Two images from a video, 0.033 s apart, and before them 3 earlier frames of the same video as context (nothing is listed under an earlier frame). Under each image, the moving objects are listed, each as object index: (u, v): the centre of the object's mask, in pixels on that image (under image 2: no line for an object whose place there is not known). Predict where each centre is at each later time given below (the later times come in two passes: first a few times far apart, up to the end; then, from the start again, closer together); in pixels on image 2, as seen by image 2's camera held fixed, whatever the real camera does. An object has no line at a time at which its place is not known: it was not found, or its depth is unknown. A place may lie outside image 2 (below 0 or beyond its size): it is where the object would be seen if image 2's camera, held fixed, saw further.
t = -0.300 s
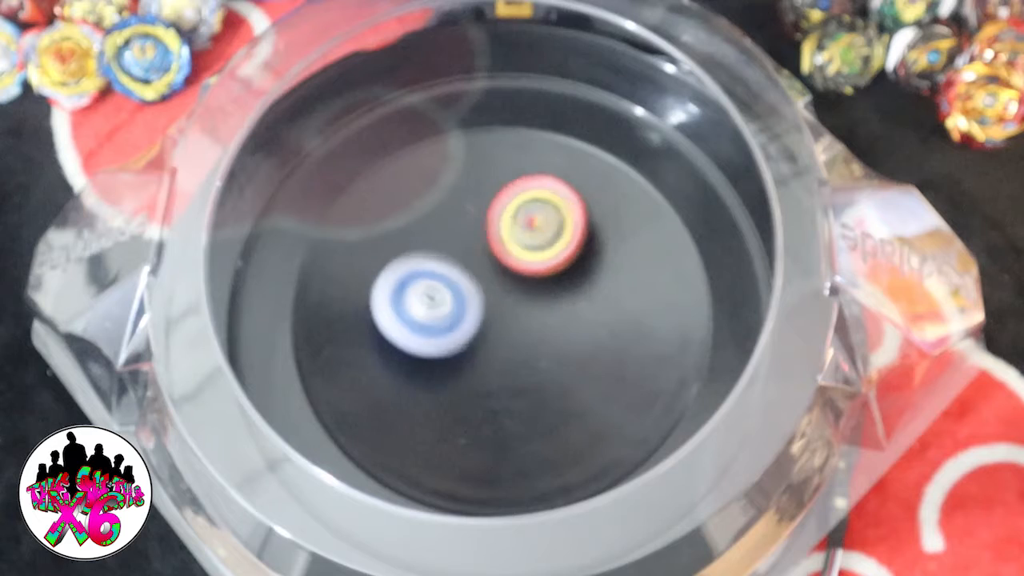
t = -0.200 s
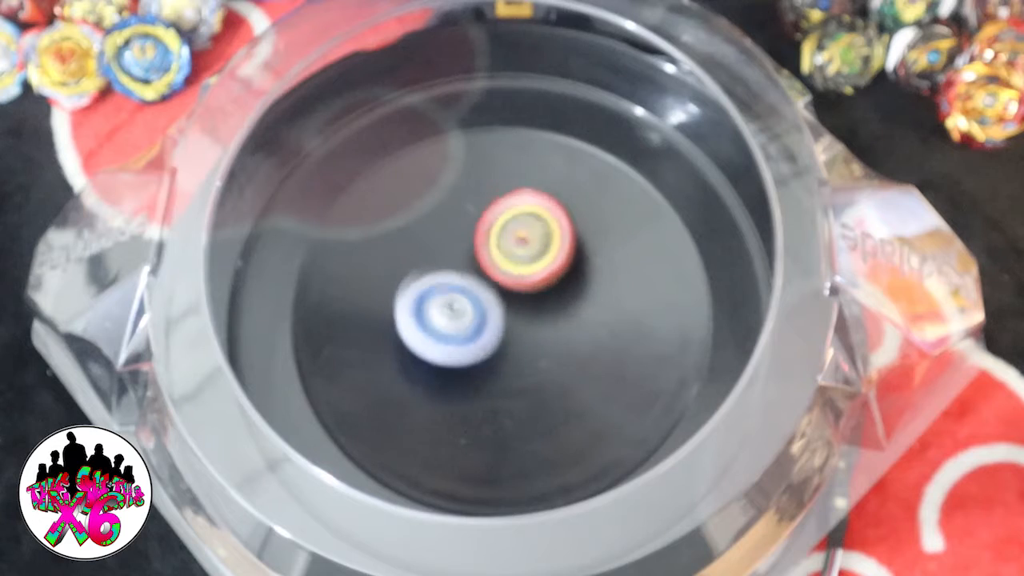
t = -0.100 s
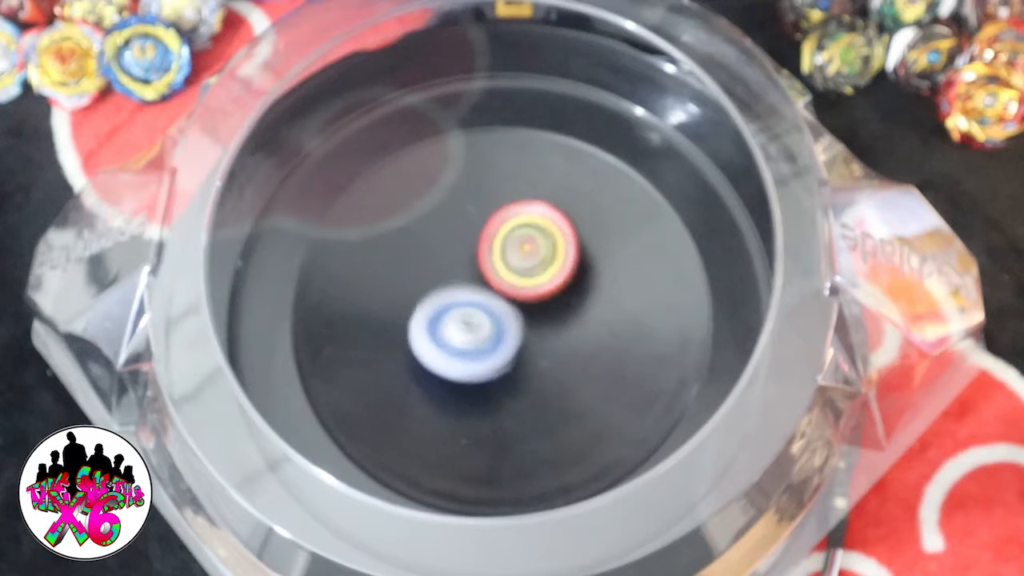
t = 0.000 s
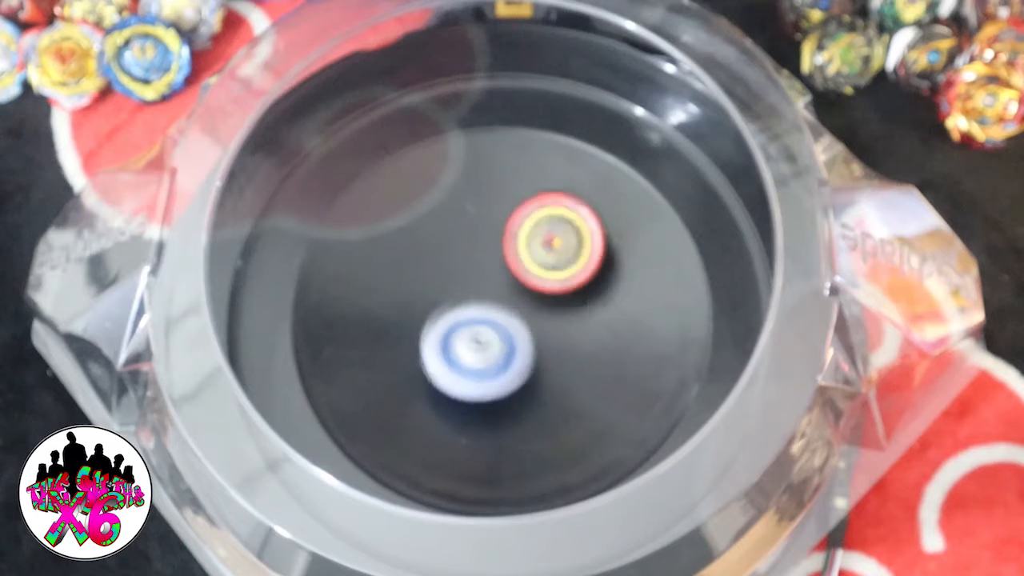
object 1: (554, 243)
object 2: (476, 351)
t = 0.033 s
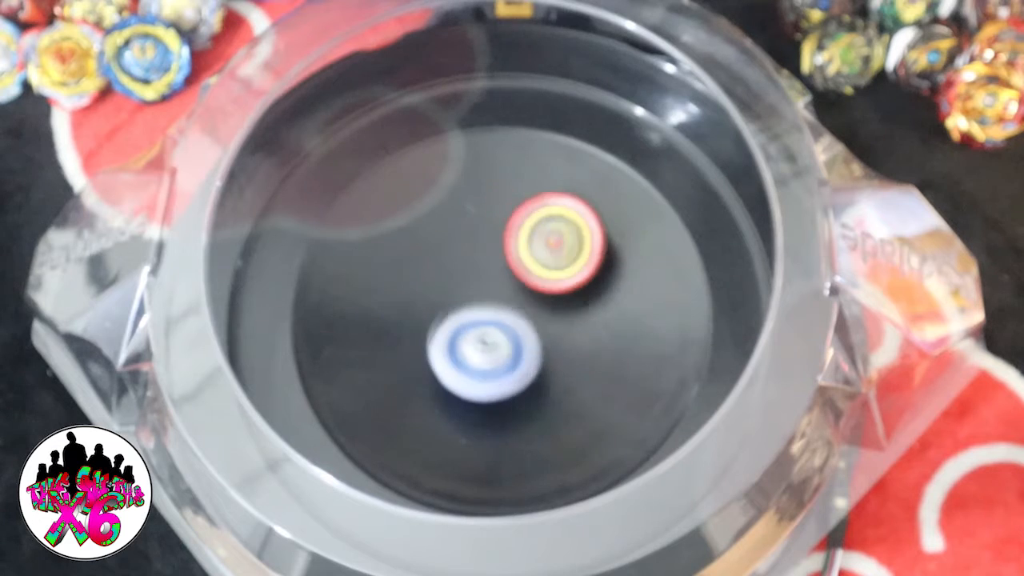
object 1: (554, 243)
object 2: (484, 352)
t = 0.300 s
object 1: (565, 240)
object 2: (536, 363)
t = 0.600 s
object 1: (502, 239)
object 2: (555, 337)
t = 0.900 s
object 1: (433, 239)
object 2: (533, 323)
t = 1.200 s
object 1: (391, 250)
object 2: (502, 320)
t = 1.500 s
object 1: (395, 268)
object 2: (493, 326)
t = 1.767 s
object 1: (419, 296)
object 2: (522, 333)
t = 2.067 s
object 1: (429, 322)
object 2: (547, 327)
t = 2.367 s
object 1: (412, 338)
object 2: (578, 287)
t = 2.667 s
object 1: (422, 343)
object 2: (505, 275)
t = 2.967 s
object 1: (460, 378)
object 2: (474, 264)
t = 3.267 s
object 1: (499, 416)
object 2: (504, 292)
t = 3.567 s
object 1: (513, 406)
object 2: (502, 302)
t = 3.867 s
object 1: (502, 374)
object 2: (493, 278)
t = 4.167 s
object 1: (478, 365)
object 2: (503, 270)
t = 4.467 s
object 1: (491, 362)
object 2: (503, 271)
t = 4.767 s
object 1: (488, 362)
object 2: (501, 276)
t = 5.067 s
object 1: (490, 363)
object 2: (501, 276)
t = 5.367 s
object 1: (489, 363)
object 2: (501, 276)
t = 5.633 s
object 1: (489, 363)
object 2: (501, 276)
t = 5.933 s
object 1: (489, 363)
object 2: (501, 276)
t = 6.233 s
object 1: (489, 363)
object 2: (501, 276)
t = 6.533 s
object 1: (490, 363)
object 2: (501, 276)
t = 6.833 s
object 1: (490, 363)
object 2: (501, 276)
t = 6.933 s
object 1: (490, 363)
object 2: (501, 276)
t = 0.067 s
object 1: (556, 242)
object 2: (492, 353)
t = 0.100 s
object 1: (559, 243)
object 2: (501, 354)
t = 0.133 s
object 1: (561, 245)
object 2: (508, 354)
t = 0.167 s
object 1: (564, 248)
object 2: (516, 353)
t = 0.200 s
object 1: (564, 252)
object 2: (522, 352)
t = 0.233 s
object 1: (565, 254)
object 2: (530, 352)
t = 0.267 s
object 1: (567, 248)
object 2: (534, 359)
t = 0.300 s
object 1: (565, 240)
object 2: (536, 363)
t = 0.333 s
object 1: (559, 238)
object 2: (540, 364)
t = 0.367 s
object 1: (554, 236)
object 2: (544, 361)
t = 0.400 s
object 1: (548, 236)
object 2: (548, 358)
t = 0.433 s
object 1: (543, 238)
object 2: (551, 352)
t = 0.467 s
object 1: (536, 240)
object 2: (552, 349)
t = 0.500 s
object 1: (530, 242)
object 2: (554, 342)
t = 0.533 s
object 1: (523, 237)
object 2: (555, 342)
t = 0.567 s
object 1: (511, 237)
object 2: (556, 340)
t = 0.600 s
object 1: (502, 239)
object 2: (555, 337)
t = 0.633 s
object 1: (494, 239)
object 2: (553, 332)
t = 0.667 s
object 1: (489, 240)
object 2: (549, 327)
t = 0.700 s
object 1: (483, 240)
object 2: (546, 323)
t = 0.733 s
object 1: (473, 239)
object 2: (545, 322)
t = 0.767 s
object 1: (463, 236)
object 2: (547, 323)
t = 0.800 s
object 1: (451, 237)
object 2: (546, 324)
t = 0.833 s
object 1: (443, 238)
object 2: (543, 324)
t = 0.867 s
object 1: (438, 238)
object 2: (538, 324)
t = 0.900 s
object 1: (433, 239)
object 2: (533, 323)
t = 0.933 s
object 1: (428, 240)
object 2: (527, 322)
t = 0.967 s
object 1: (422, 242)
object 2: (521, 320)
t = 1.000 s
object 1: (417, 244)
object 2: (515, 318)
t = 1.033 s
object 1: (413, 246)
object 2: (509, 316)
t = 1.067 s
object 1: (410, 250)
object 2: (503, 313)
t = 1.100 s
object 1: (407, 254)
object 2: (499, 312)
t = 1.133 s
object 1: (399, 251)
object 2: (504, 314)
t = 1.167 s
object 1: (393, 250)
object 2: (505, 317)
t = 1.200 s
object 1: (391, 250)
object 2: (502, 320)
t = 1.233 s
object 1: (388, 251)
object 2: (498, 323)
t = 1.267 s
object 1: (385, 252)
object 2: (495, 325)
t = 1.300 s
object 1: (384, 255)
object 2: (491, 324)
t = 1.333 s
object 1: (385, 257)
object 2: (488, 325)
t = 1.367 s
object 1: (389, 262)
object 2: (488, 324)
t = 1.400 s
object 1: (389, 263)
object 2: (488, 324)
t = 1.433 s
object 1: (392, 265)
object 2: (490, 326)
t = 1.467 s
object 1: (393, 268)
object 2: (490, 327)
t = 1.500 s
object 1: (395, 268)
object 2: (493, 326)
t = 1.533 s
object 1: (396, 272)
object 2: (497, 325)
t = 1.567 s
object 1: (398, 274)
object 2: (502, 326)
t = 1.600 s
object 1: (402, 278)
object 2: (507, 327)
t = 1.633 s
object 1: (406, 283)
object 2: (509, 328)
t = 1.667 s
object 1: (408, 287)
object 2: (512, 328)
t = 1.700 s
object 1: (410, 289)
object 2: (516, 329)
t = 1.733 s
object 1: (415, 291)
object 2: (520, 331)
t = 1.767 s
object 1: (419, 296)
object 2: (522, 333)
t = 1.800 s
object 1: (419, 299)
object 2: (524, 334)
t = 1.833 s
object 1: (418, 298)
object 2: (530, 333)
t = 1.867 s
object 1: (421, 301)
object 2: (533, 334)
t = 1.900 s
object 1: (422, 306)
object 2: (536, 336)
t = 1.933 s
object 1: (424, 310)
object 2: (538, 336)
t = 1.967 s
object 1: (427, 314)
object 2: (541, 334)
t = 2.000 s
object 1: (426, 318)
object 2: (544, 333)
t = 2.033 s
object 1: (426, 318)
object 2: (545, 332)
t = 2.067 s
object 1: (429, 322)
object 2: (547, 327)
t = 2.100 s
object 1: (431, 328)
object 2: (550, 324)
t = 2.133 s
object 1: (433, 330)
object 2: (547, 323)
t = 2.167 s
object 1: (438, 333)
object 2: (546, 318)
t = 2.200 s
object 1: (428, 335)
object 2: (557, 315)
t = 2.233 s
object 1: (416, 336)
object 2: (570, 303)
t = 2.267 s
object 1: (410, 336)
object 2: (581, 295)
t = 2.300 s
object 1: (410, 335)
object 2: (586, 292)
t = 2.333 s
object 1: (413, 336)
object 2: (582, 288)
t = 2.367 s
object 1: (412, 338)
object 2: (578, 287)
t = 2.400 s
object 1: (410, 337)
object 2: (572, 291)
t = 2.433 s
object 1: (412, 334)
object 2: (566, 289)
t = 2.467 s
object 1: (417, 334)
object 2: (559, 295)
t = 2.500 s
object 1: (420, 335)
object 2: (549, 295)
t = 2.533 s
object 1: (422, 336)
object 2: (539, 295)
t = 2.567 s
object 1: (426, 336)
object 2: (525, 296)
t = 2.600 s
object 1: (427, 338)
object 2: (516, 294)
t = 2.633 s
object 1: (422, 341)
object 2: (510, 285)
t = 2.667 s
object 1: (422, 343)
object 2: (505, 275)
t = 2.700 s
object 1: (426, 345)
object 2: (497, 270)
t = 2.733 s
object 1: (431, 348)
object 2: (490, 266)
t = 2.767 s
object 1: (435, 353)
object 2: (482, 264)
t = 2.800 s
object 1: (438, 357)
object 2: (477, 264)
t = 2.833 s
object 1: (440, 359)
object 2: (470, 264)
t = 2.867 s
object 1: (443, 366)
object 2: (468, 266)
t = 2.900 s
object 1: (447, 372)
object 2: (470, 262)
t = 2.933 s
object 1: (455, 375)
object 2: (469, 261)
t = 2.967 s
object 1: (460, 378)
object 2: (474, 264)
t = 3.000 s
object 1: (464, 381)
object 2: (475, 263)
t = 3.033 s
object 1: (471, 382)
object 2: (477, 270)
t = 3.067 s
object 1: (476, 385)
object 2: (479, 275)
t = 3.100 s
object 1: (479, 387)
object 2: (481, 282)
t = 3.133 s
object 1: (479, 389)
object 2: (490, 291)
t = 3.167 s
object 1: (481, 394)
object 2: (493, 294)
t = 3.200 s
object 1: (485, 403)
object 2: (500, 296)
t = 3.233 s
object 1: (493, 410)
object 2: (505, 294)
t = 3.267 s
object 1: (499, 416)
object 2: (504, 292)
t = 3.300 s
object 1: (504, 420)
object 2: (504, 295)
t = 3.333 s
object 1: (508, 421)
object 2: (506, 296)
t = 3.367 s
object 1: (508, 421)
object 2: (506, 293)
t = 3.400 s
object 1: (508, 418)
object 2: (504, 294)
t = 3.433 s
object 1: (510, 413)
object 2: (503, 299)
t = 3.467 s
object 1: (513, 410)
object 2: (504, 302)
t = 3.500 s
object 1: (515, 410)
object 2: (503, 302)
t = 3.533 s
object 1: (512, 409)
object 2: (503, 302)
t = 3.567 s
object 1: (513, 406)
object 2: (502, 302)
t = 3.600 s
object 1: (513, 400)
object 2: (501, 299)
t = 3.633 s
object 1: (513, 399)
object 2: (496, 296)
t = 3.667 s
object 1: (510, 400)
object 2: (493, 292)
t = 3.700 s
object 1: (505, 396)
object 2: (493, 290)
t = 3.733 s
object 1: (502, 391)
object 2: (494, 288)
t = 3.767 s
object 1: (502, 383)
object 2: (495, 287)
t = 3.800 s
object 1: (506, 373)
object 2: (495, 286)
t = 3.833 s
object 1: (506, 372)
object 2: (494, 284)
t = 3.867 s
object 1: (502, 374)
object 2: (493, 278)
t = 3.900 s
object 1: (499, 373)
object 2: (495, 276)
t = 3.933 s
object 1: (499, 369)
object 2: (497, 276)
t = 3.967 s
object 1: (498, 365)
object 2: (498, 275)
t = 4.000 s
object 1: (493, 363)
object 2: (499, 272)
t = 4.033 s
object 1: (487, 362)
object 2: (501, 269)
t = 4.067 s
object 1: (483, 362)
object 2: (503, 268)
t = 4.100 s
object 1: (480, 364)
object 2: (504, 270)
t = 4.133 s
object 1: (478, 365)
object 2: (505, 270)
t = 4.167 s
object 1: (478, 365)
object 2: (503, 270)
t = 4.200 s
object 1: (478, 365)
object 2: (503, 270)
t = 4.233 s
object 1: (480, 364)
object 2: (503, 270)
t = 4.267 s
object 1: (482, 363)
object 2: (503, 271)
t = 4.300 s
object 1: (485, 362)
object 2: (503, 271)
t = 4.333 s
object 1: (488, 362)
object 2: (504, 270)
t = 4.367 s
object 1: (491, 362)
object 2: (504, 270)
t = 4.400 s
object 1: (492, 362)
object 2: (504, 271)
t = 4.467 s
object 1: (491, 362)
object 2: (503, 271)
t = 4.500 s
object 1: (489, 362)
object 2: (502, 272)
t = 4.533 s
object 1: (487, 362)
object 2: (501, 273)
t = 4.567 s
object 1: (485, 362)
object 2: (501, 274)
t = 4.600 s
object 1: (484, 362)
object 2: (501, 275)
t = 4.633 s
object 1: (484, 363)
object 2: (501, 275)
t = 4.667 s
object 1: (484, 363)
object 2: (501, 275)
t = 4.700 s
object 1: (485, 363)
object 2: (501, 275)
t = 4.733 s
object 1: (486, 362)
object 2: (501, 276)
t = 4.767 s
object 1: (488, 362)
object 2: (501, 276)
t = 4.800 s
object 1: (489, 362)
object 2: (501, 275)
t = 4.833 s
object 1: (491, 362)
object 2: (501, 275)
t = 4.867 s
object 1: (491, 362)
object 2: (501, 275)
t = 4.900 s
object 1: (491, 362)
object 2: (501, 276)
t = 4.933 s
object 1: (490, 362)
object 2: (501, 276)
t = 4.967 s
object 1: (489, 362)
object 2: (501, 276)
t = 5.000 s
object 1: (489, 362)
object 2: (501, 276)
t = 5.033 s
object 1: (489, 362)
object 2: (501, 276)
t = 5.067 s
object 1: (490, 363)
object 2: (501, 276)
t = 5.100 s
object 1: (489, 363)
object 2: (501, 276)
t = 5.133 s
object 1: (489, 363)
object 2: (501, 276)
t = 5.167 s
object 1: (489, 363)
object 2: (501, 276)
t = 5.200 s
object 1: (489, 363)
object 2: (501, 276)
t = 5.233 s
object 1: (489, 363)
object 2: (501, 276)
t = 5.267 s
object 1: (490, 362)
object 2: (501, 276)
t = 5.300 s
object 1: (489, 363)
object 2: (501, 276)
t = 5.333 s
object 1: (489, 363)
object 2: (501, 276)
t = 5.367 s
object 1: (489, 363)
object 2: (501, 276)
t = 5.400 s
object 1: (490, 362)
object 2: (501, 276)
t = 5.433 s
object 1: (489, 363)
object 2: (501, 276)
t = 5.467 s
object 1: (489, 363)
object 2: (501, 276)
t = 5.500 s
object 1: (489, 363)
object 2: (501, 276)
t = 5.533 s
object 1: (489, 363)
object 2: (501, 276)
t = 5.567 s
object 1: (489, 363)
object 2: (501, 276)
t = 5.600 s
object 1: (489, 363)
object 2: (501, 276)
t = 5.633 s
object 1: (489, 363)
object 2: (501, 276)
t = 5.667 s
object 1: (489, 363)
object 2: (501, 276)
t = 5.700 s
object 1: (489, 363)
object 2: (501, 276)
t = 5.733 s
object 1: (489, 363)
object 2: (501, 276)
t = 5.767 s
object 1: (489, 363)
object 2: (501, 276)
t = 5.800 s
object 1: (489, 363)
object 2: (501, 276)
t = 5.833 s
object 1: (489, 363)
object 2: (501, 276)
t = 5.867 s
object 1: (489, 363)
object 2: (501, 276)
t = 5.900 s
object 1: (489, 363)
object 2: (501, 276)
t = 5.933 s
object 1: (489, 363)
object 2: (501, 276)
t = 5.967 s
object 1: (489, 363)
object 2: (501, 276)
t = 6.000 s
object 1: (489, 363)
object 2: (501, 276)
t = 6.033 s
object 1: (489, 363)
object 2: (501, 276)
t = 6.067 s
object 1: (489, 363)
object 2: (501, 276)
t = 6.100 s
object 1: (489, 363)
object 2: (501, 276)
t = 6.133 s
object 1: (489, 363)
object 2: (501, 276)
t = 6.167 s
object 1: (489, 363)
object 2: (501, 276)
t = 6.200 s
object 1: (489, 363)
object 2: (501, 276)
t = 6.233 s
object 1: (489, 363)
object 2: (501, 276)
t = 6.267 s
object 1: (489, 363)
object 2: (501, 276)
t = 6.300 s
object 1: (489, 363)
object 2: (501, 276)
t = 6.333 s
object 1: (490, 363)
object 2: (501, 276)
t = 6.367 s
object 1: (489, 363)
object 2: (501, 276)
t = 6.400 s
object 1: (490, 363)
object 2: (501, 276)
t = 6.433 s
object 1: (490, 363)
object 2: (501, 276)
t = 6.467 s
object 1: (490, 363)
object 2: (501, 276)
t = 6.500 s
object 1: (490, 363)
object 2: (501, 276)
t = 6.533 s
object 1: (490, 363)
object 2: (501, 276)
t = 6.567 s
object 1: (490, 363)
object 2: (501, 276)
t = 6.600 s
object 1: (490, 363)
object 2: (501, 276)
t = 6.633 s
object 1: (490, 363)
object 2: (501, 276)
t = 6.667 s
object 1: (490, 363)
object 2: (501, 276)
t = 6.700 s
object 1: (490, 363)
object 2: (501, 276)
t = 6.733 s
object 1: (490, 363)
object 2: (501, 276)
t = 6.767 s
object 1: (490, 363)
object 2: (501, 276)
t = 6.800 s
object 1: (490, 363)
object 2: (501, 276)
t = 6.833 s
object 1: (490, 363)
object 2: (501, 276)
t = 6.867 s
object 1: (490, 363)
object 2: (501, 276)
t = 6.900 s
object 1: (490, 363)
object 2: (501, 276)
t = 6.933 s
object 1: (490, 363)
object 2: (501, 276)
